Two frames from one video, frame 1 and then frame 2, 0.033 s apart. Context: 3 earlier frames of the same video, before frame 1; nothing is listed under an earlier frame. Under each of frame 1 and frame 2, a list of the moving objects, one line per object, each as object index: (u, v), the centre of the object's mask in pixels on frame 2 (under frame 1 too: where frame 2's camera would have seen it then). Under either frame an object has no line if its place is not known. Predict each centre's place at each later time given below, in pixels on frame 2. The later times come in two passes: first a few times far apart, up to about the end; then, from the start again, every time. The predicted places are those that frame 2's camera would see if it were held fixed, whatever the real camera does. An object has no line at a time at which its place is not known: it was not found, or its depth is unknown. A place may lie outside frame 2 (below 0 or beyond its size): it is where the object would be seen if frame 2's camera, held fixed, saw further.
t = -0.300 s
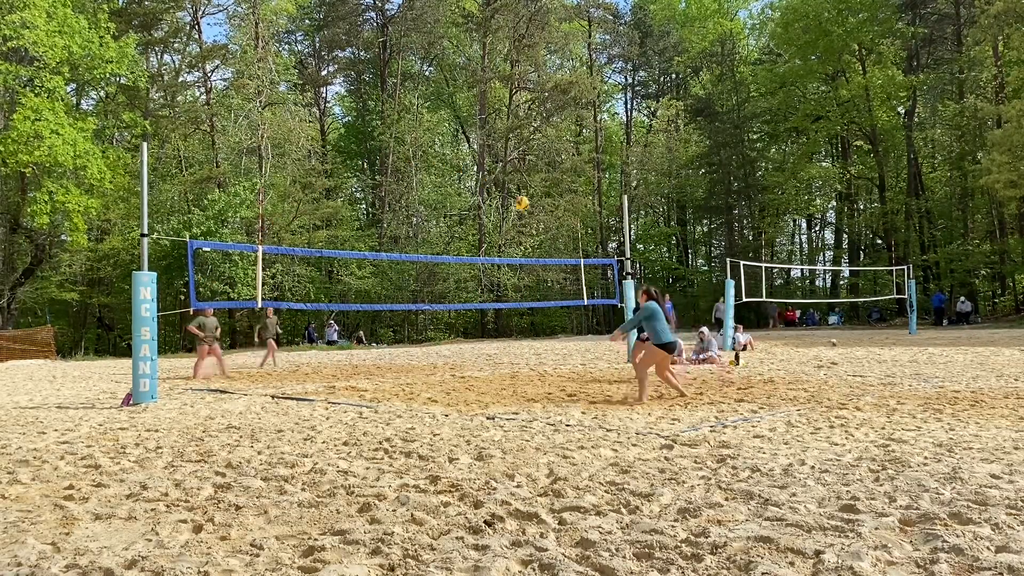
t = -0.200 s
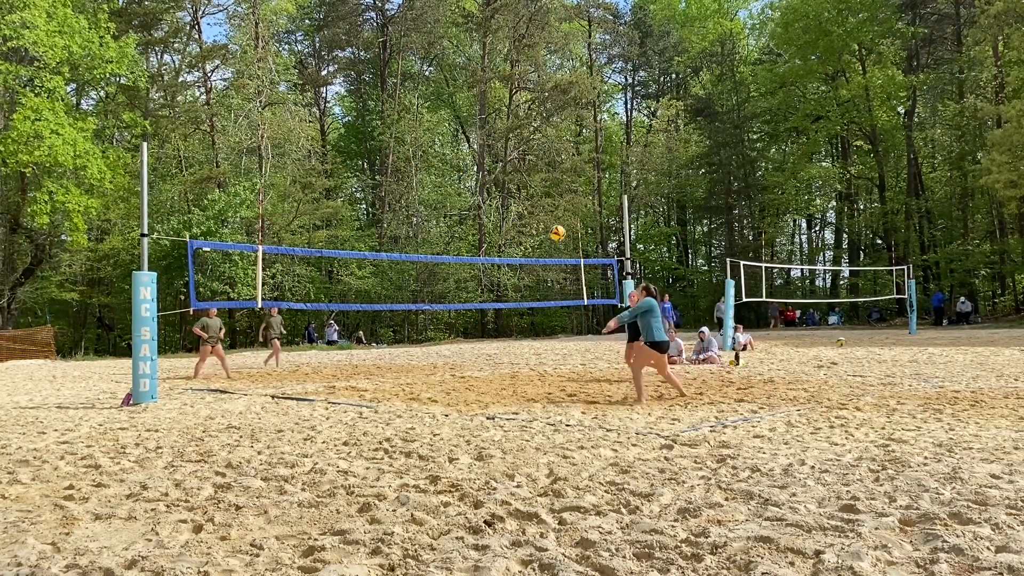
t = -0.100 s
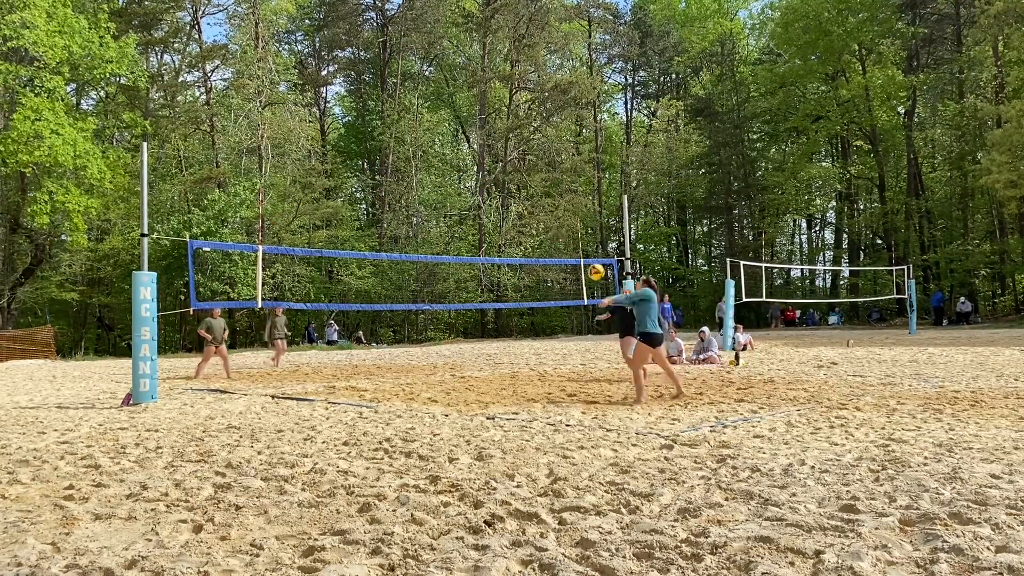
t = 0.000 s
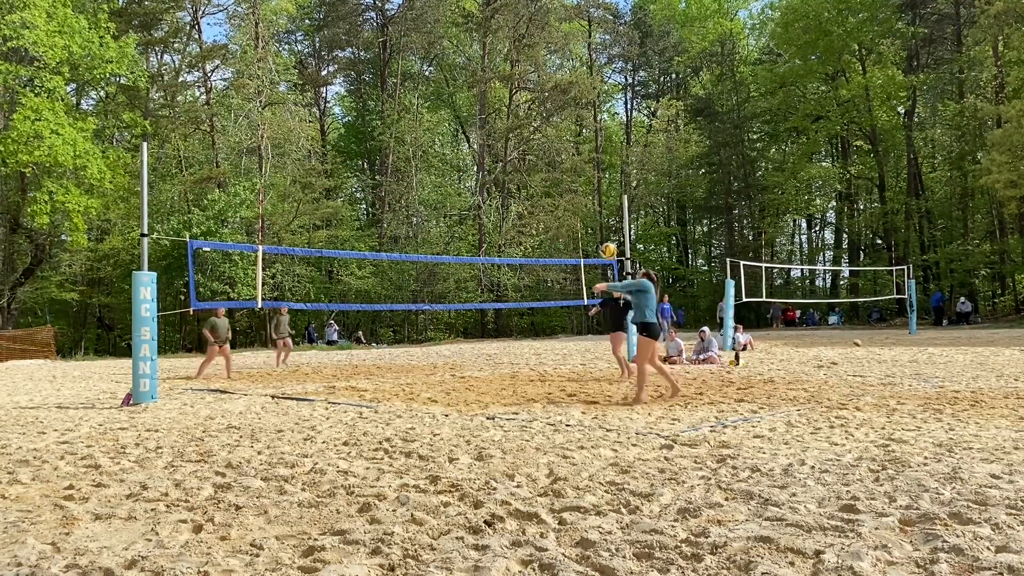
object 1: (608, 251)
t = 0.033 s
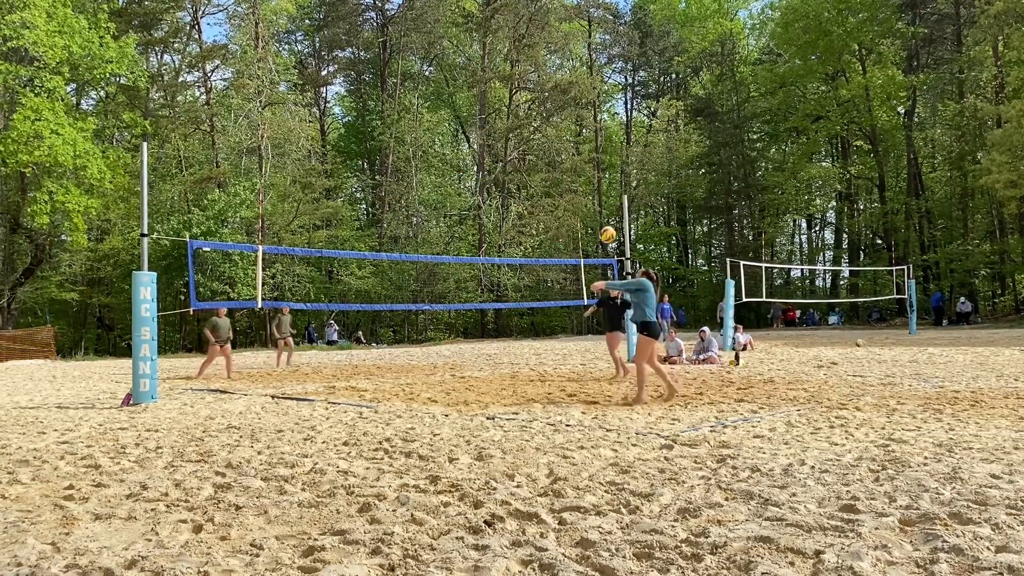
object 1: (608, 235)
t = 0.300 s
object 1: (603, 141)
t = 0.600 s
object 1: (599, 107)
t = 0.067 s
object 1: (606, 220)
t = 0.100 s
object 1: (605, 205)
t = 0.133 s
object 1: (605, 192)
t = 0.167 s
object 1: (604, 180)
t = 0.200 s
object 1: (604, 169)
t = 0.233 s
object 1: (604, 158)
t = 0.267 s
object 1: (603, 151)
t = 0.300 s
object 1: (603, 141)
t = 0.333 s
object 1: (603, 134)
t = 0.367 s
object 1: (602, 128)
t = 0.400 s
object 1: (602, 123)
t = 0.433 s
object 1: (601, 119)
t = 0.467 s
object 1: (601, 115)
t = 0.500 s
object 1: (600, 112)
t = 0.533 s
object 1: (599, 110)
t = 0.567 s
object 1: (599, 108)
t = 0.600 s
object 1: (599, 107)
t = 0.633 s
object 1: (599, 106)
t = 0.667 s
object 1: (600, 107)
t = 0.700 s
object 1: (599, 108)
